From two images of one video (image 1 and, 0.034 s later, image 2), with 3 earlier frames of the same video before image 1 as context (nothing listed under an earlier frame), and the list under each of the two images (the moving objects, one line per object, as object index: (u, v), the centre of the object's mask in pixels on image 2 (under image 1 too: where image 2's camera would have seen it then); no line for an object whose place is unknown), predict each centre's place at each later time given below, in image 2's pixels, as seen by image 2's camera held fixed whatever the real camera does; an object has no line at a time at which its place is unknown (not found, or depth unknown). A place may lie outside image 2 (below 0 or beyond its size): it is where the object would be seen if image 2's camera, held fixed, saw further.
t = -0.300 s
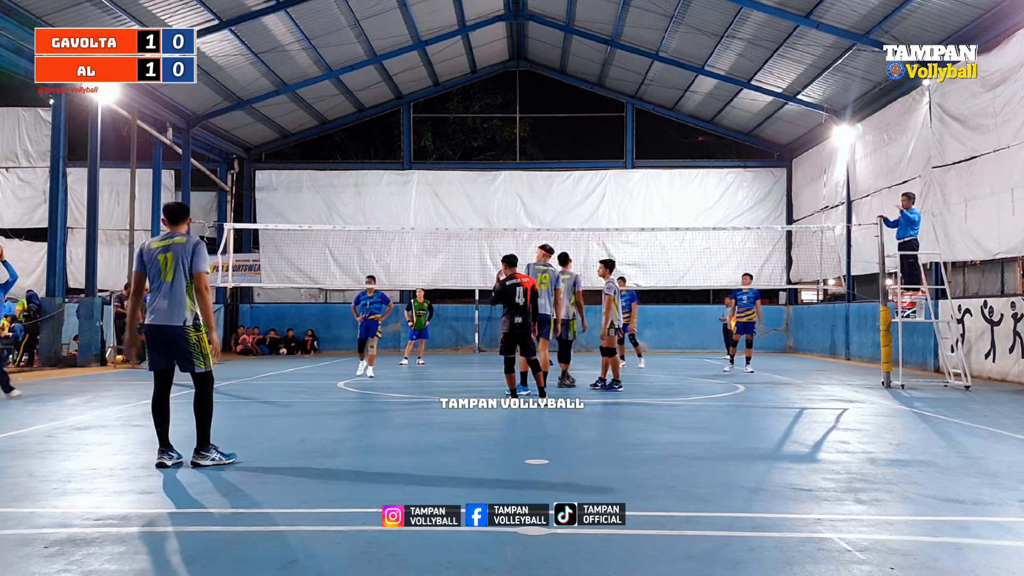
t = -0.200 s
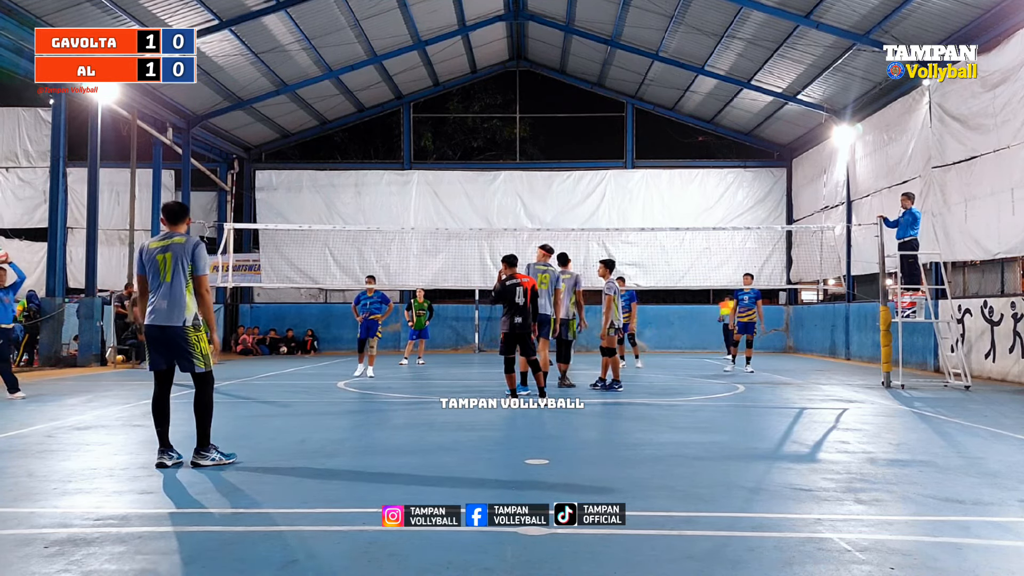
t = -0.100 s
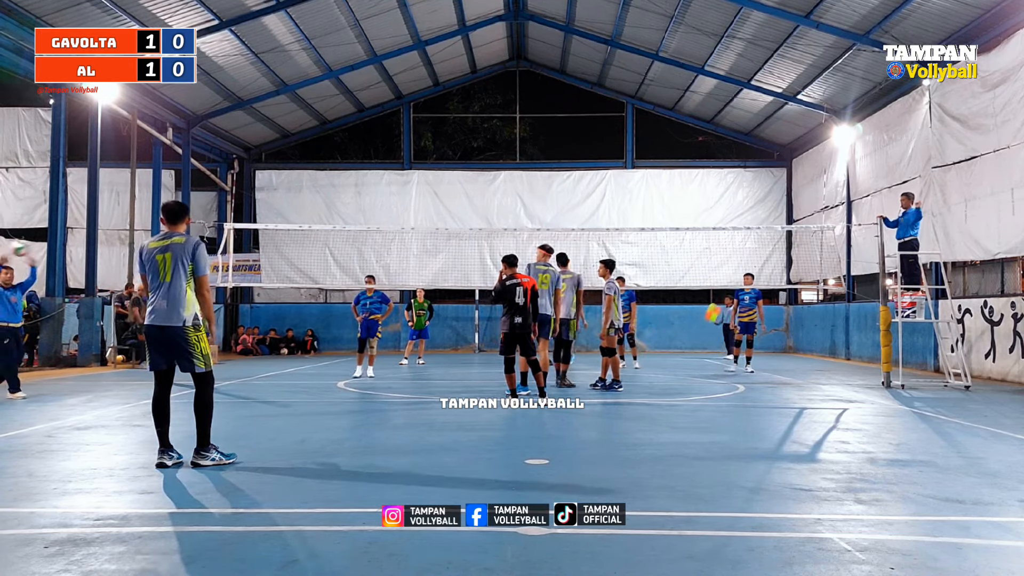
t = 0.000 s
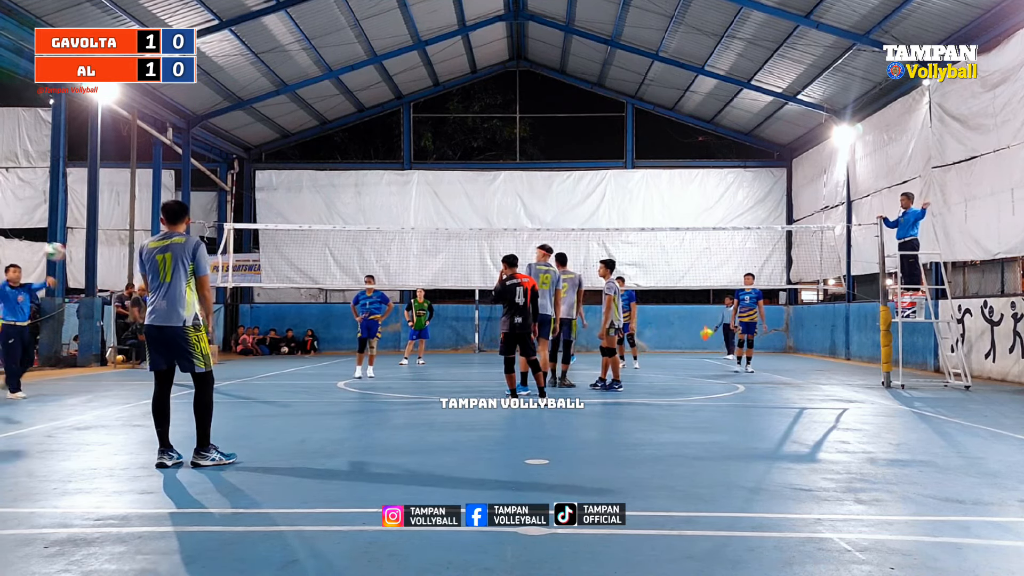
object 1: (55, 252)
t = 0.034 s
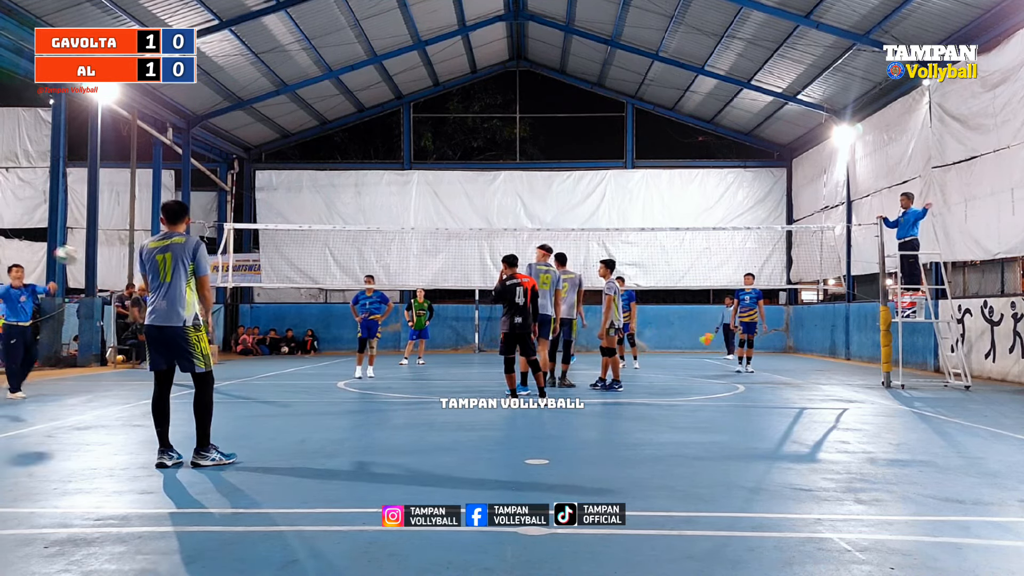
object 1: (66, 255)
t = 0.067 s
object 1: (80, 260)
